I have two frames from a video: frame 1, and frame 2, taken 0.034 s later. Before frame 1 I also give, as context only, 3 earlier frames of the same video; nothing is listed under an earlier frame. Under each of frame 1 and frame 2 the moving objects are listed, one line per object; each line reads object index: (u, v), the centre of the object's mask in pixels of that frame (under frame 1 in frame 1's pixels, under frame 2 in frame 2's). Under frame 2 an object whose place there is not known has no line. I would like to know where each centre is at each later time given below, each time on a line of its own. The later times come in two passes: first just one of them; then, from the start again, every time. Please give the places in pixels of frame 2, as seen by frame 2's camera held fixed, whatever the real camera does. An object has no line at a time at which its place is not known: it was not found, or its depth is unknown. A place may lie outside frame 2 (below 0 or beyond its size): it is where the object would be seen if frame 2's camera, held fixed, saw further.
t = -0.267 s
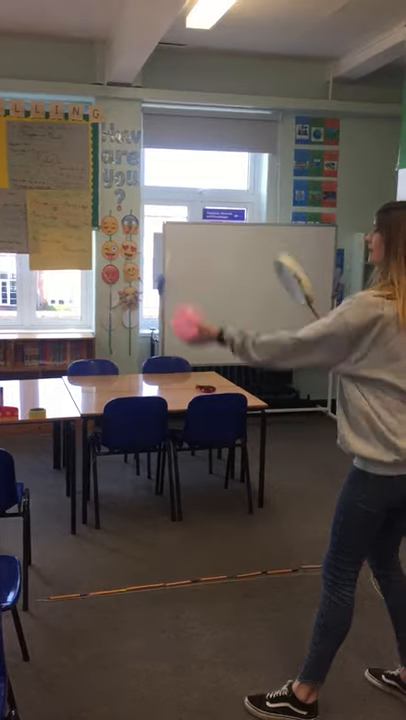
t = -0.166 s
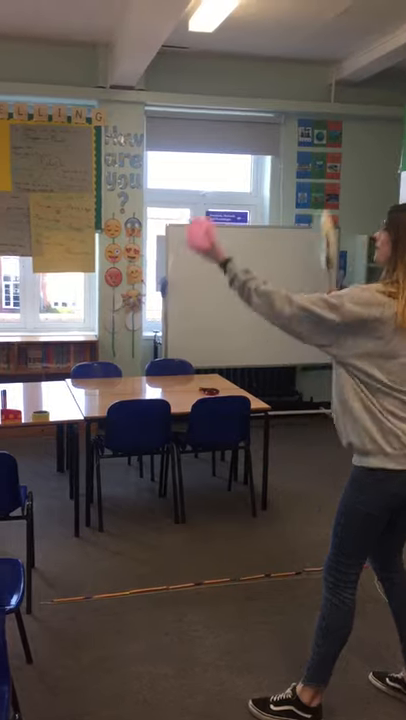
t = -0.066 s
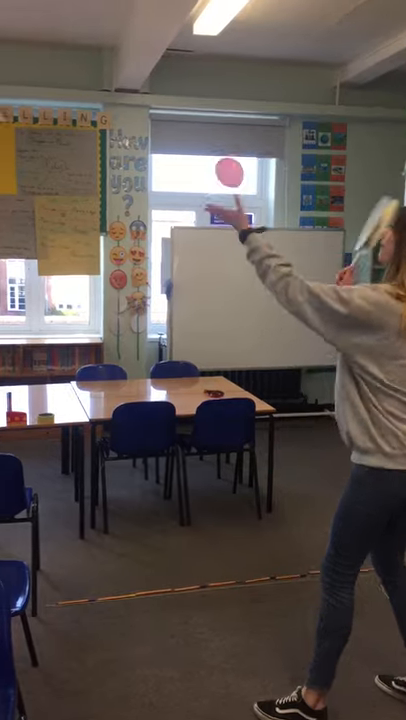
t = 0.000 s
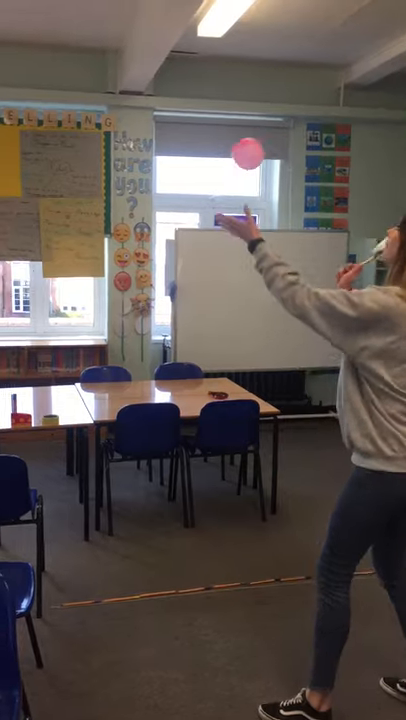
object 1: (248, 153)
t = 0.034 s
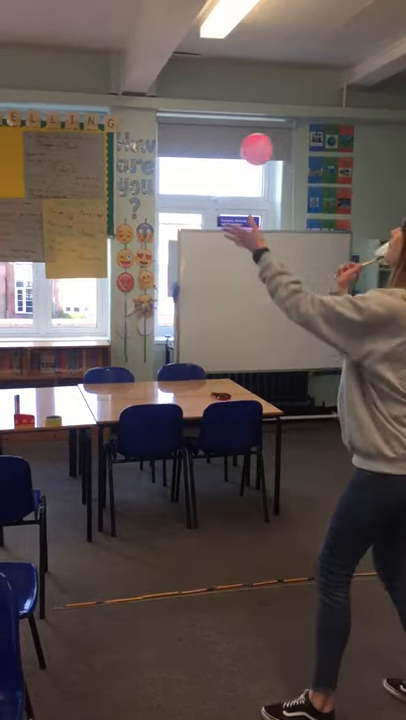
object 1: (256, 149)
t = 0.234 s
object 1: (284, 152)
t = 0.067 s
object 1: (262, 146)
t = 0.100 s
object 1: (267, 144)
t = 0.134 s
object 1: (272, 144)
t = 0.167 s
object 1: (277, 145)
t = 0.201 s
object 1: (281, 148)
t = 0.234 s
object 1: (284, 152)
